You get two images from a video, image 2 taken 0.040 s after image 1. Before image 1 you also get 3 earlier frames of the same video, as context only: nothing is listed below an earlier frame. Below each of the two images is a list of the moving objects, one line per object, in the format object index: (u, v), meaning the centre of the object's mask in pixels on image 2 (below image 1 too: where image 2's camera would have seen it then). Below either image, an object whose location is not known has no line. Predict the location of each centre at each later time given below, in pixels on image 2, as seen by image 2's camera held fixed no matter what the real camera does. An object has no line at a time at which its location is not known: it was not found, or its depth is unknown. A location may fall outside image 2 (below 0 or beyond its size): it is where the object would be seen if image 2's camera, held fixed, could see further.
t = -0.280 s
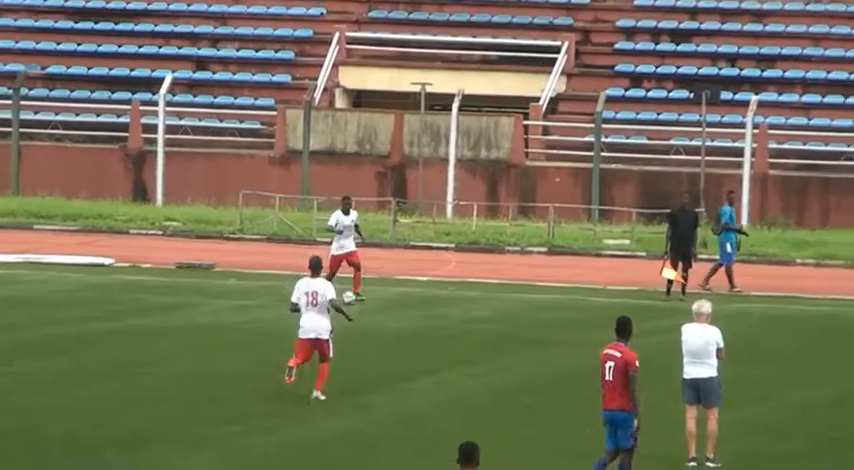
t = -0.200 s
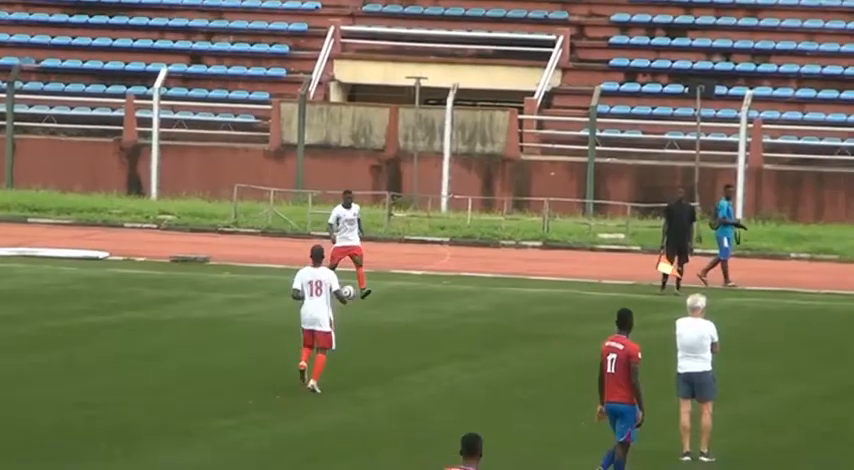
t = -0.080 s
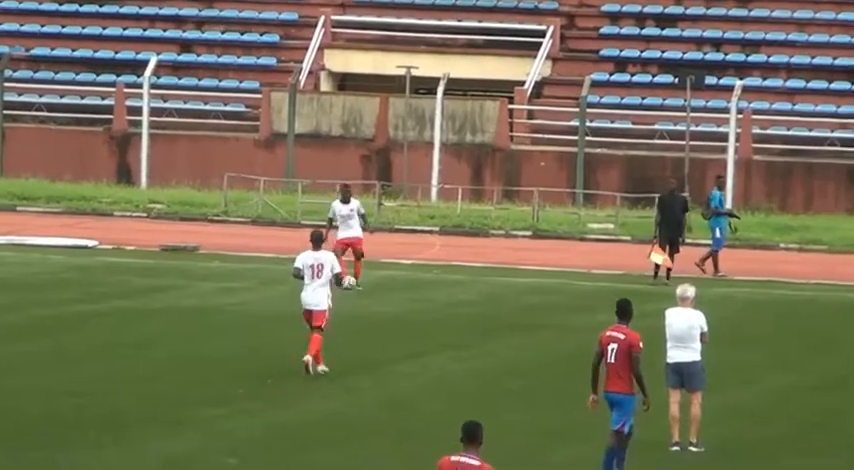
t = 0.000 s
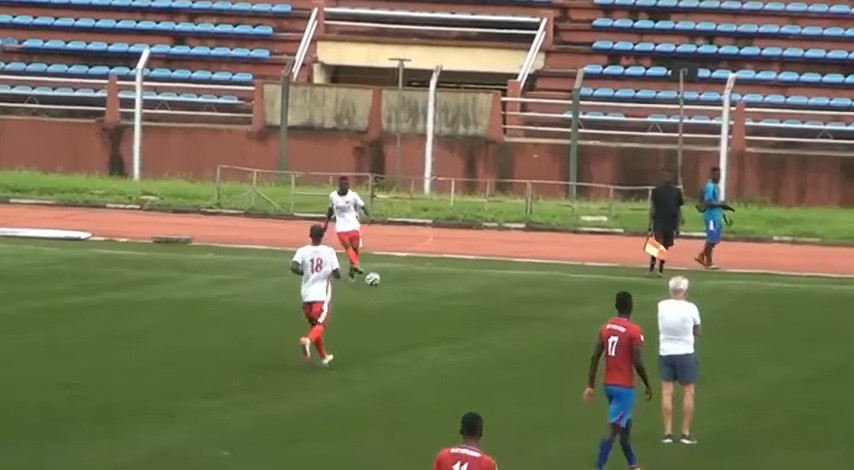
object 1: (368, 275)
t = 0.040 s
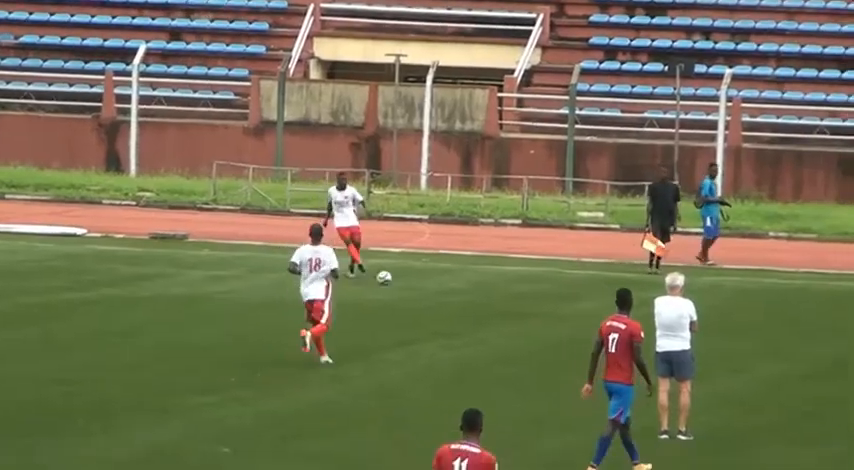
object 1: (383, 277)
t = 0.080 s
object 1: (399, 280)
